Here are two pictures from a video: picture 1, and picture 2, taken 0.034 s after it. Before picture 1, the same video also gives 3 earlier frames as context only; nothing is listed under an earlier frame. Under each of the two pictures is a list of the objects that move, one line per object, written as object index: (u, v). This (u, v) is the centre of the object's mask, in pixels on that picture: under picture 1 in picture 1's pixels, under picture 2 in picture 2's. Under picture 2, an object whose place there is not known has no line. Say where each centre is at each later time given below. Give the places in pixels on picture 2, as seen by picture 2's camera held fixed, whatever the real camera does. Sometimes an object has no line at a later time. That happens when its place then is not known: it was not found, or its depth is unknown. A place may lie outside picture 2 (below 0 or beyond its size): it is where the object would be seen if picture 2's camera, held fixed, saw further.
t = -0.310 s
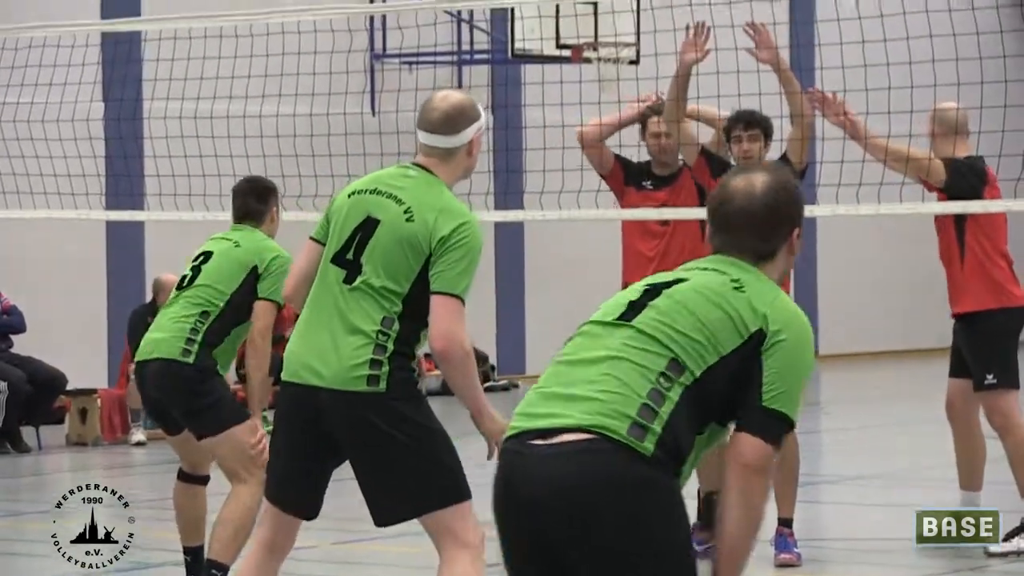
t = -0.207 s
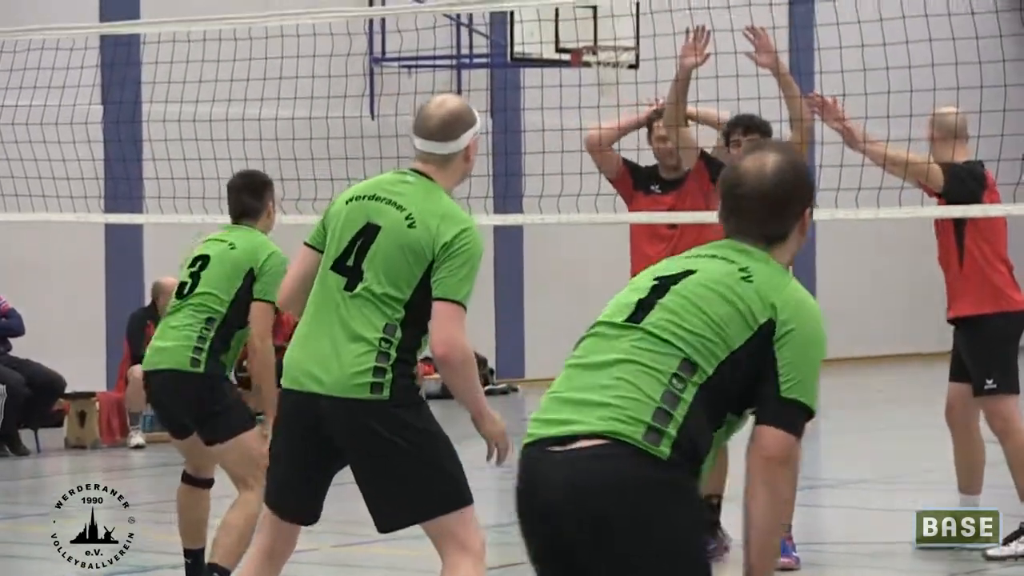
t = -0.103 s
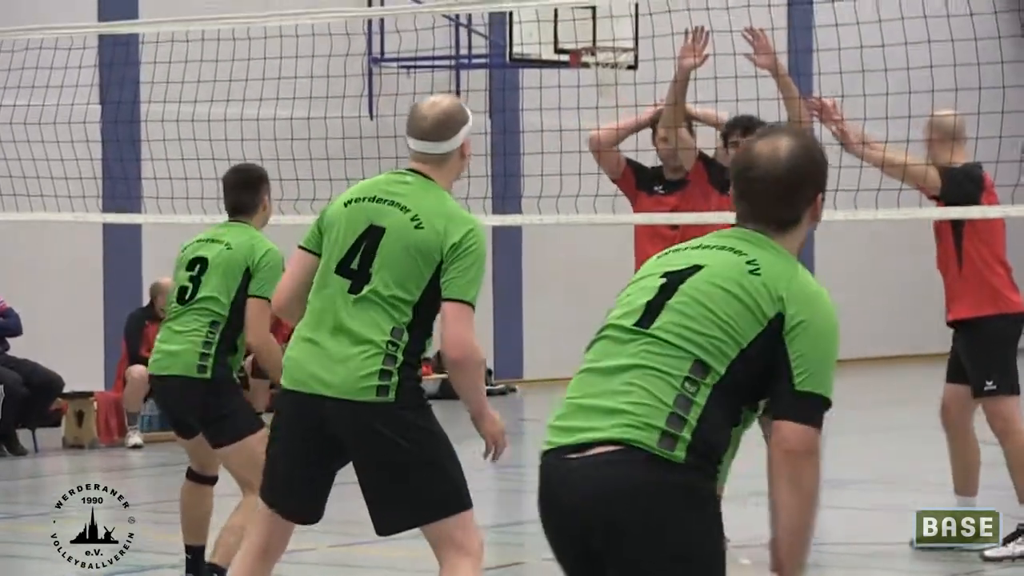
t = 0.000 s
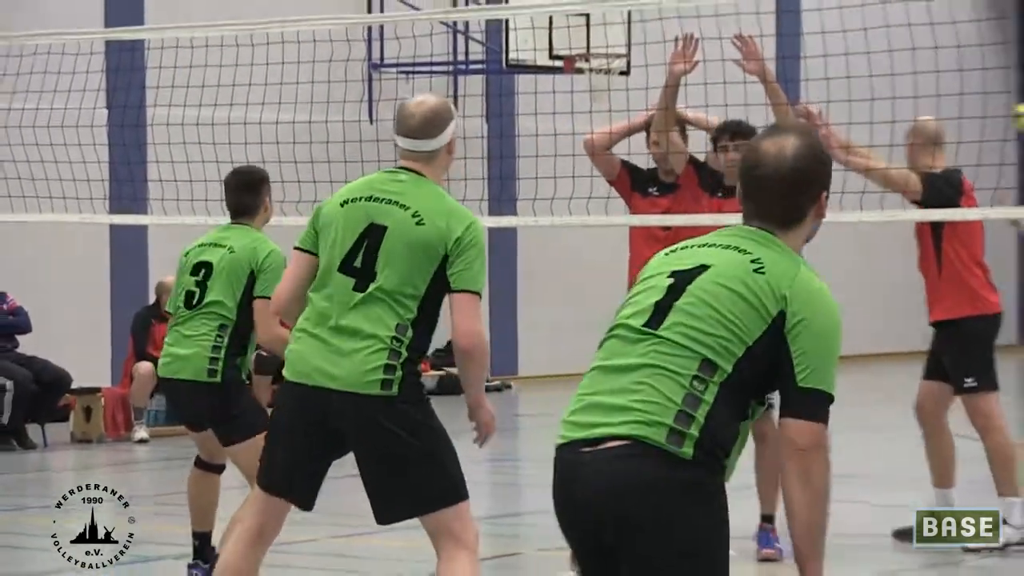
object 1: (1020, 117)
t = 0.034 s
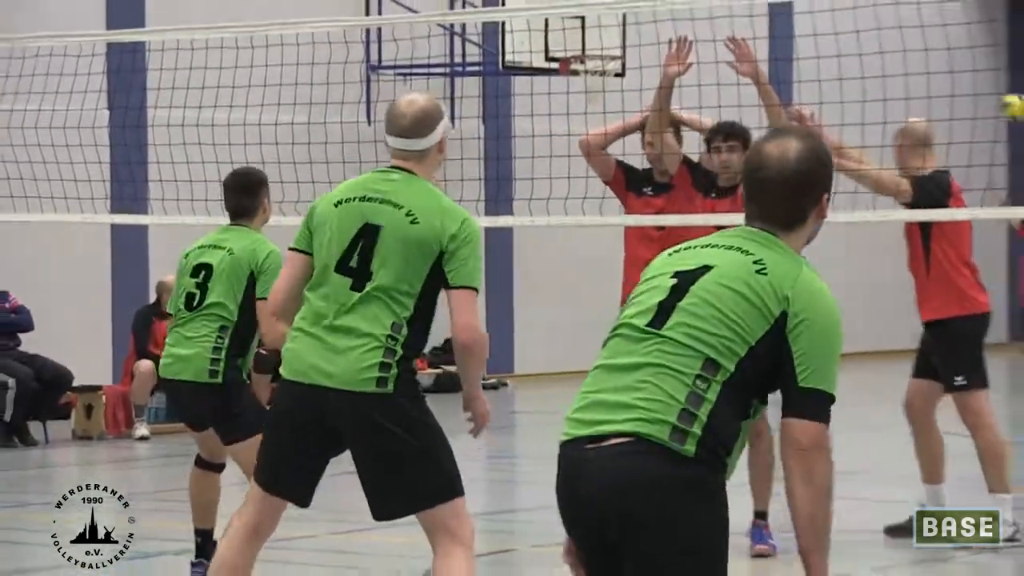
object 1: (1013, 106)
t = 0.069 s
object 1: (1010, 99)
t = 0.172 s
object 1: (999, 86)
